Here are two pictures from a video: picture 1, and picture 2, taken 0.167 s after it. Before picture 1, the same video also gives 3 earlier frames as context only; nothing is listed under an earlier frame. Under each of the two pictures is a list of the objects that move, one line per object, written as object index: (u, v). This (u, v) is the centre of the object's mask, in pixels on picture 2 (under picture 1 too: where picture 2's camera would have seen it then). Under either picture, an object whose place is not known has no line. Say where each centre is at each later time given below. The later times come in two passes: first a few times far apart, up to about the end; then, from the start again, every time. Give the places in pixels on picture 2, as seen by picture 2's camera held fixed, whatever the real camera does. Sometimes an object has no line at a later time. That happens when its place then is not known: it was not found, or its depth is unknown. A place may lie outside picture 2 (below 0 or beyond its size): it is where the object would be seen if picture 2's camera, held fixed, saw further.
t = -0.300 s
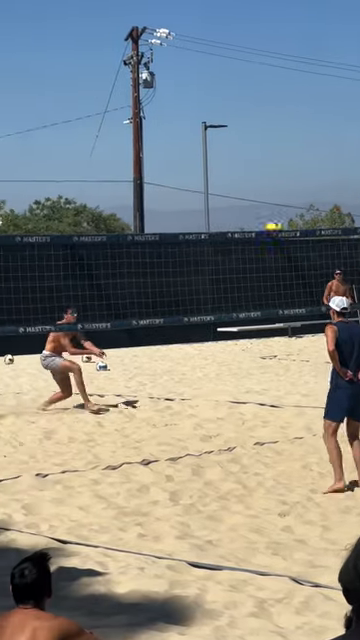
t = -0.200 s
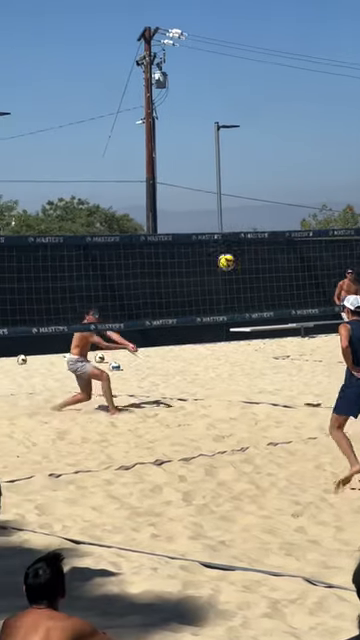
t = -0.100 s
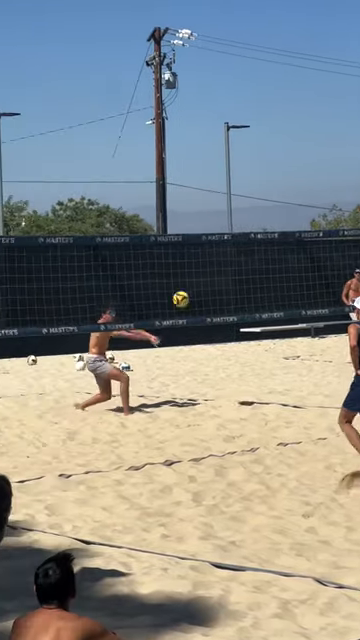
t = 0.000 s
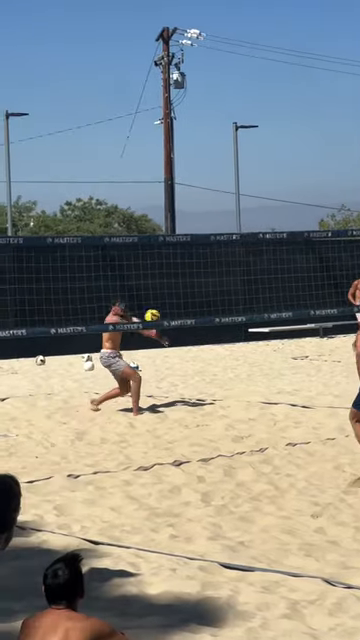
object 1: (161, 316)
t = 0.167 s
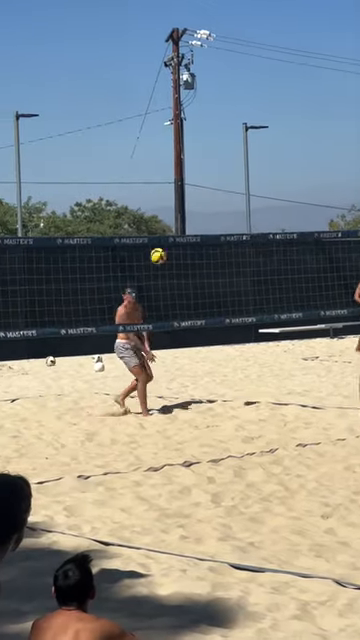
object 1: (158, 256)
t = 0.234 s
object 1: (156, 232)
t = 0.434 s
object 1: (149, 194)
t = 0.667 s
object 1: (142, 181)
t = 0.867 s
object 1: (136, 204)
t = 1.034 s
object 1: (130, 251)
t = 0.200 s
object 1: (158, 249)
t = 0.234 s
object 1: (156, 232)
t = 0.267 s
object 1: (152, 227)
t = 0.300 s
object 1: (154, 218)
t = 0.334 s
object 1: (153, 211)
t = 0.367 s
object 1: (152, 205)
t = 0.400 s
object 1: (151, 199)
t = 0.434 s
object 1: (149, 194)
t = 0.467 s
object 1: (149, 189)
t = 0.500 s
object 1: (147, 186)
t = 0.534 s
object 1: (147, 183)
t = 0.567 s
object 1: (145, 181)
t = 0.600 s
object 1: (144, 180)
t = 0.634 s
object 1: (143, 180)
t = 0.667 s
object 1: (142, 181)
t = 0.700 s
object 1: (141, 182)
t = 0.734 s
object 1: (140, 185)
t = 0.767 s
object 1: (139, 188)
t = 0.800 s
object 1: (138, 192)
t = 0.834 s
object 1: (136, 198)
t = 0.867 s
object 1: (136, 204)
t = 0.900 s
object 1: (134, 209)
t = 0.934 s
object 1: (132, 218)
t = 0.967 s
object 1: (132, 227)
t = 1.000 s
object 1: (130, 232)
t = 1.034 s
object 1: (130, 251)
